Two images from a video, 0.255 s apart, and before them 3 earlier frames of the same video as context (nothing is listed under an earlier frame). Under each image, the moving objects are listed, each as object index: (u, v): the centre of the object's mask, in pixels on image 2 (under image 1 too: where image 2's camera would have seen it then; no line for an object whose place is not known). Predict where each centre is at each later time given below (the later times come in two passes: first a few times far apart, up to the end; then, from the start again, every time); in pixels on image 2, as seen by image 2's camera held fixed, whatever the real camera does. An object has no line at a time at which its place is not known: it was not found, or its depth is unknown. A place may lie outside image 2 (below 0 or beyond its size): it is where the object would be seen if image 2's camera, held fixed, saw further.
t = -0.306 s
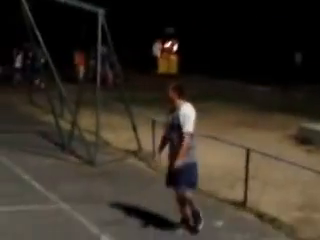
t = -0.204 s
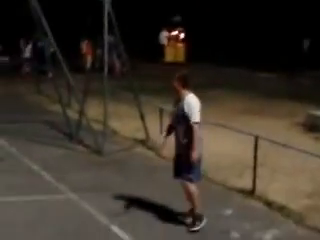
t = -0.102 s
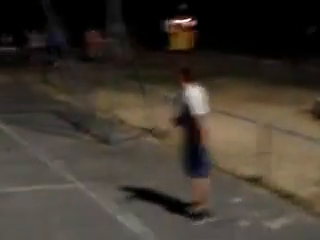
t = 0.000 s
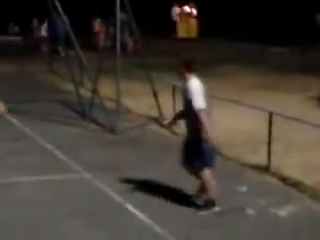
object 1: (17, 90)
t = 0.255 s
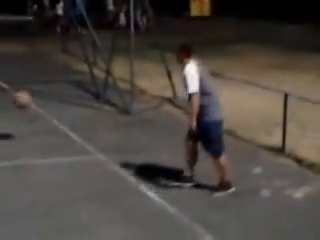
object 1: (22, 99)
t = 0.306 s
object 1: (22, 106)
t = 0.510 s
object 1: (34, 138)
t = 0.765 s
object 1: (44, 122)
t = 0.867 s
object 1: (51, 128)
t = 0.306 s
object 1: (22, 106)
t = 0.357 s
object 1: (26, 116)
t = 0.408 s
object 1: (28, 128)
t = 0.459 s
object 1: (31, 139)
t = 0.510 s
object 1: (34, 138)
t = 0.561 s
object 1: (36, 129)
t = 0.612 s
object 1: (39, 125)
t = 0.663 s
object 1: (41, 122)
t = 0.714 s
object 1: (43, 121)
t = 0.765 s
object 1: (44, 122)
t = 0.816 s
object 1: (48, 123)
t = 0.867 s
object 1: (51, 128)
